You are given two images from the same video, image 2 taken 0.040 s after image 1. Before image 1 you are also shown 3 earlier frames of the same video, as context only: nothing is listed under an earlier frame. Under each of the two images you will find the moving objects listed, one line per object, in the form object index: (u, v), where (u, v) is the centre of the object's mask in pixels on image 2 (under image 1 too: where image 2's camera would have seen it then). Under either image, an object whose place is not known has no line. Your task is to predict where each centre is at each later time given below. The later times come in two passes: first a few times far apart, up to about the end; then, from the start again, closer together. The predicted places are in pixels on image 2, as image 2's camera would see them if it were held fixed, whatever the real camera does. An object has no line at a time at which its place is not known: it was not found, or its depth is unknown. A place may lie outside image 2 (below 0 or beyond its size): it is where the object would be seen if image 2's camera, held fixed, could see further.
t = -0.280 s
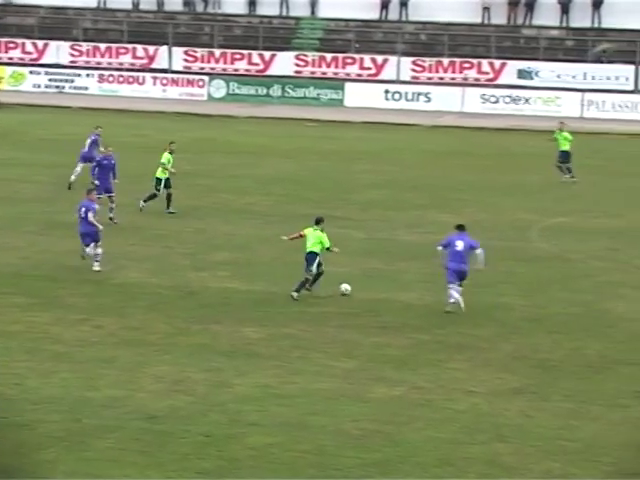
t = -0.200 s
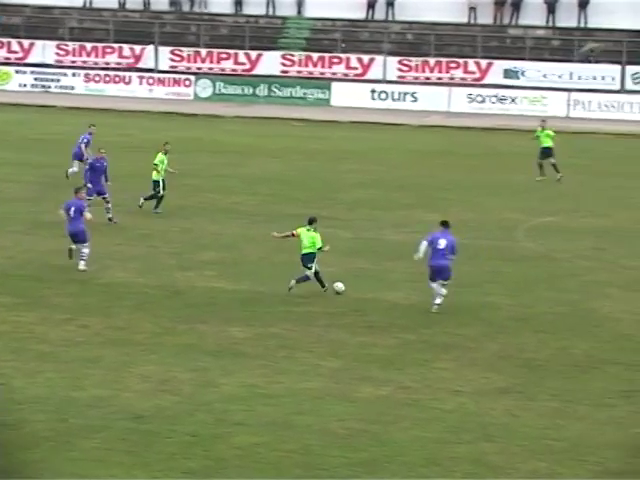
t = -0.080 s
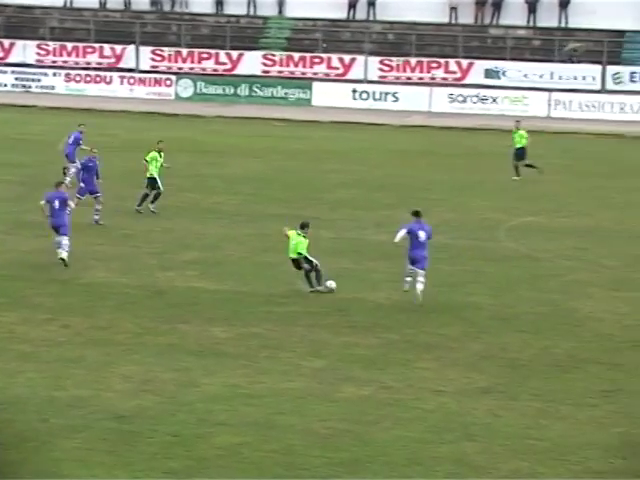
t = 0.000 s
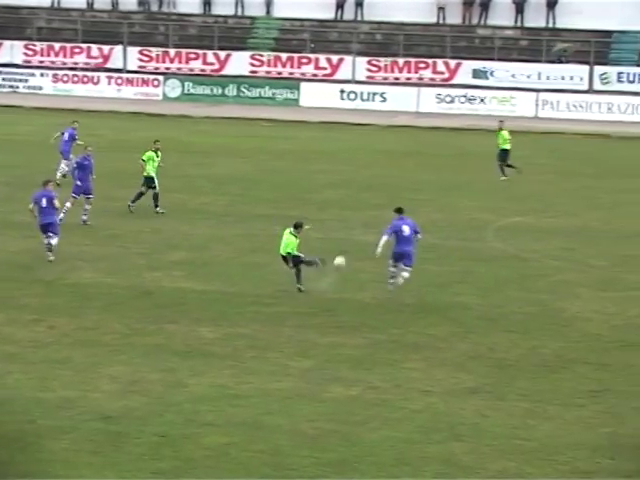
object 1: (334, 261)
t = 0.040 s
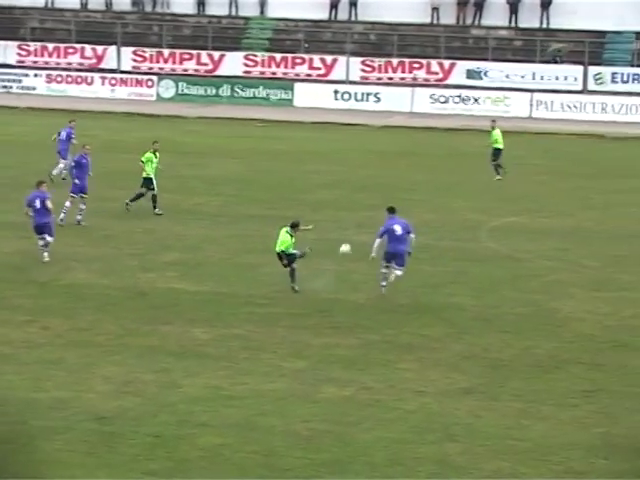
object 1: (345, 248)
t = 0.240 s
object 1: (384, 209)
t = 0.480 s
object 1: (417, 202)
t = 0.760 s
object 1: (431, 199)
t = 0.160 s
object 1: (373, 220)
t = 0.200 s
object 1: (380, 213)
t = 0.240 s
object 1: (384, 209)
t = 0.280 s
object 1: (396, 204)
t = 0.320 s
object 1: (400, 203)
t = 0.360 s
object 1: (404, 201)
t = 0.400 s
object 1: (409, 200)
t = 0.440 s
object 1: (413, 200)
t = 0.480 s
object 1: (417, 202)
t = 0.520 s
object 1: (419, 204)
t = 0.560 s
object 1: (422, 206)
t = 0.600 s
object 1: (425, 210)
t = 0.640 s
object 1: (426, 215)
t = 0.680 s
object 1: (428, 210)
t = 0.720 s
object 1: (430, 204)
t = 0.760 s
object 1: (431, 199)
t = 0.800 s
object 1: (432, 195)
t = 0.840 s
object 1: (433, 192)
